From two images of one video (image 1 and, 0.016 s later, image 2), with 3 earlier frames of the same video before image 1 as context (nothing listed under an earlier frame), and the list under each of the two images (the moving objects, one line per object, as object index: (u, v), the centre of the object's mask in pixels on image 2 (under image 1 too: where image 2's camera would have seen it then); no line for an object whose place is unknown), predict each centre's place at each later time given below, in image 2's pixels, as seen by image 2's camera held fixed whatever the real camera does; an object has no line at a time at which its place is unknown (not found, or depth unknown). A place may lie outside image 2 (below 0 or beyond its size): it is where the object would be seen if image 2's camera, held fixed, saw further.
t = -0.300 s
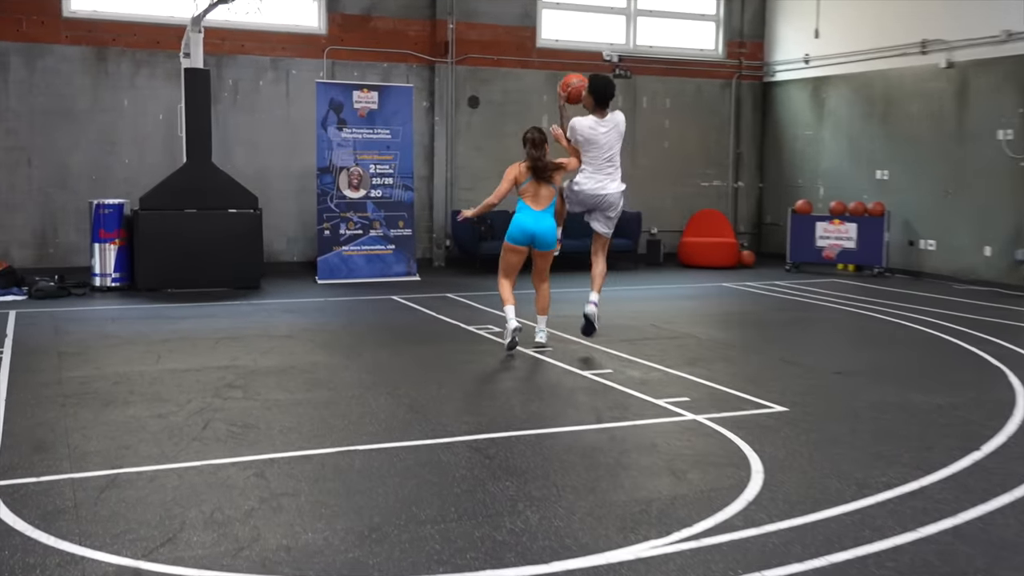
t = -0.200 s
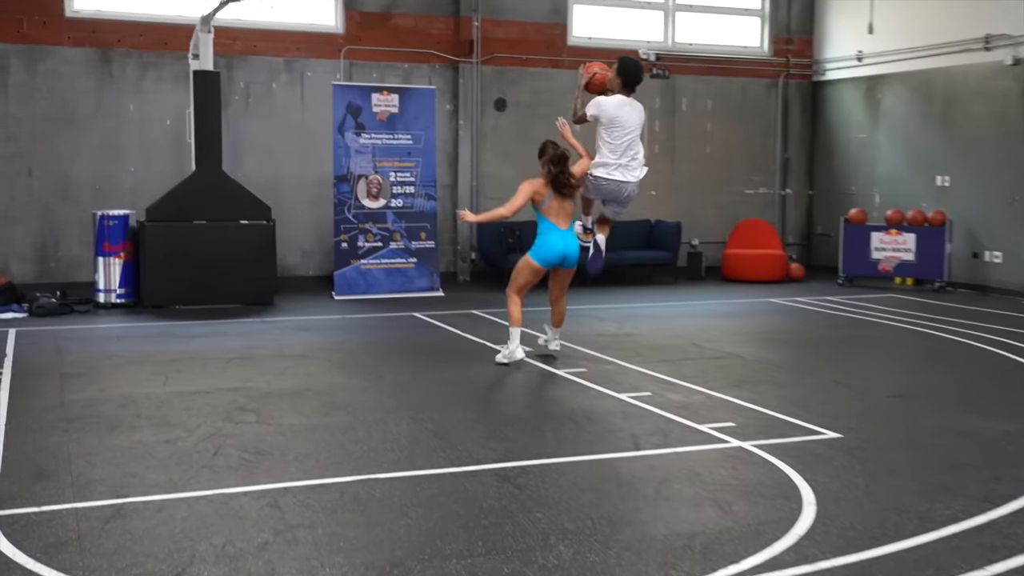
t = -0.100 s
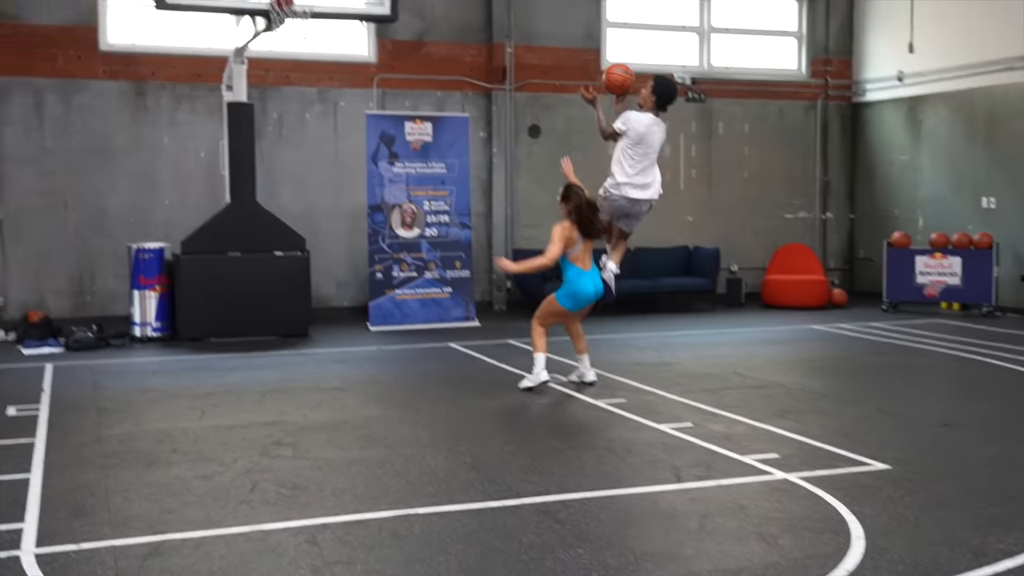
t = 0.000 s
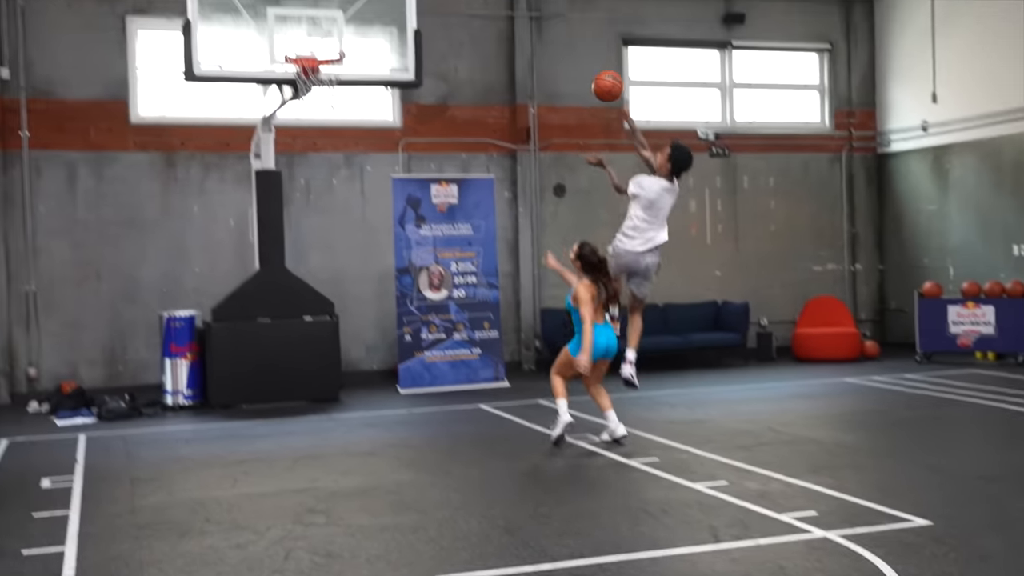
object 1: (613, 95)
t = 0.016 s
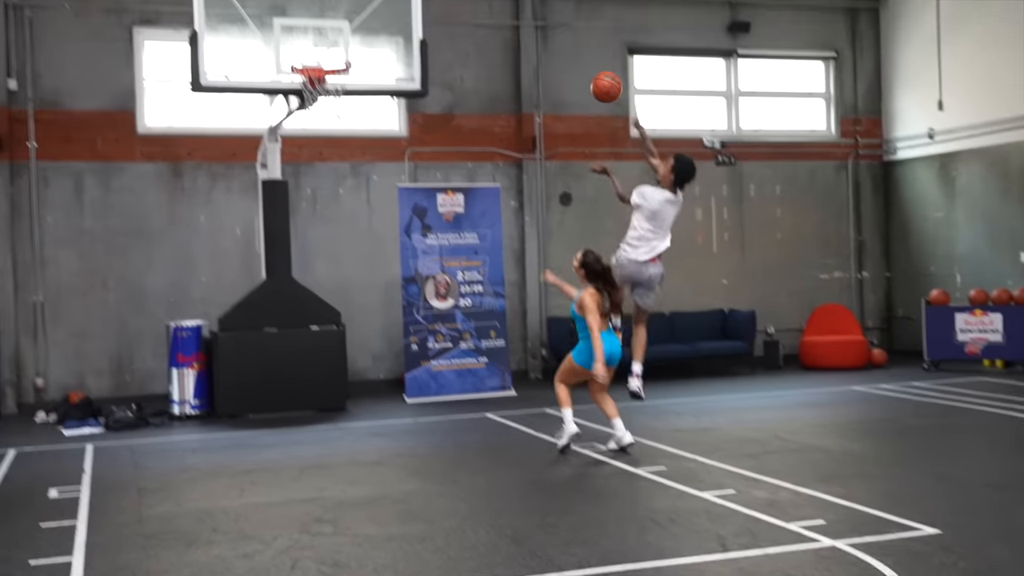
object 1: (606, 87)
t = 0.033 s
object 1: (599, 79)
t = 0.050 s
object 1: (593, 71)
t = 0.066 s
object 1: (586, 65)
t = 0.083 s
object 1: (580, 59)
